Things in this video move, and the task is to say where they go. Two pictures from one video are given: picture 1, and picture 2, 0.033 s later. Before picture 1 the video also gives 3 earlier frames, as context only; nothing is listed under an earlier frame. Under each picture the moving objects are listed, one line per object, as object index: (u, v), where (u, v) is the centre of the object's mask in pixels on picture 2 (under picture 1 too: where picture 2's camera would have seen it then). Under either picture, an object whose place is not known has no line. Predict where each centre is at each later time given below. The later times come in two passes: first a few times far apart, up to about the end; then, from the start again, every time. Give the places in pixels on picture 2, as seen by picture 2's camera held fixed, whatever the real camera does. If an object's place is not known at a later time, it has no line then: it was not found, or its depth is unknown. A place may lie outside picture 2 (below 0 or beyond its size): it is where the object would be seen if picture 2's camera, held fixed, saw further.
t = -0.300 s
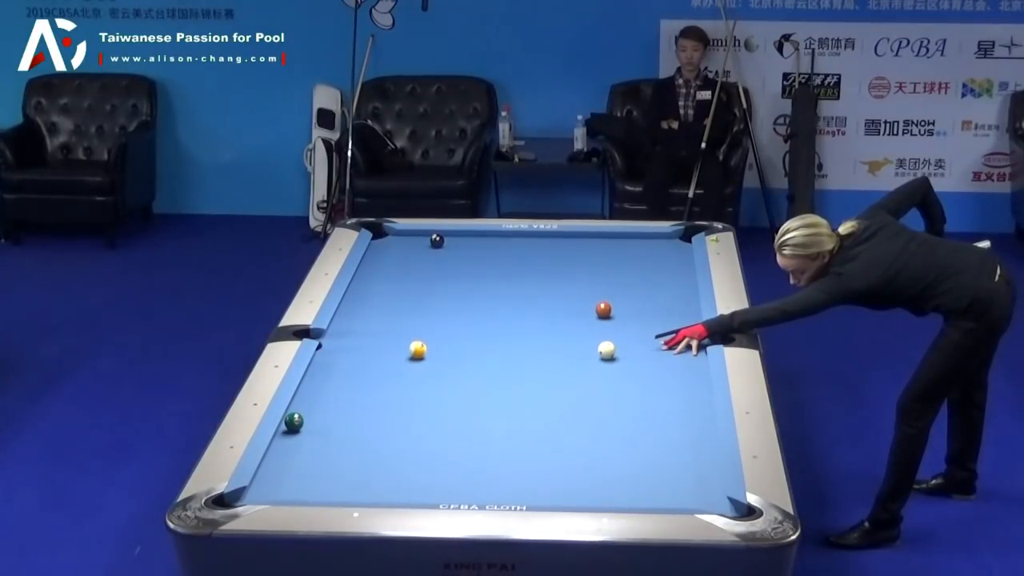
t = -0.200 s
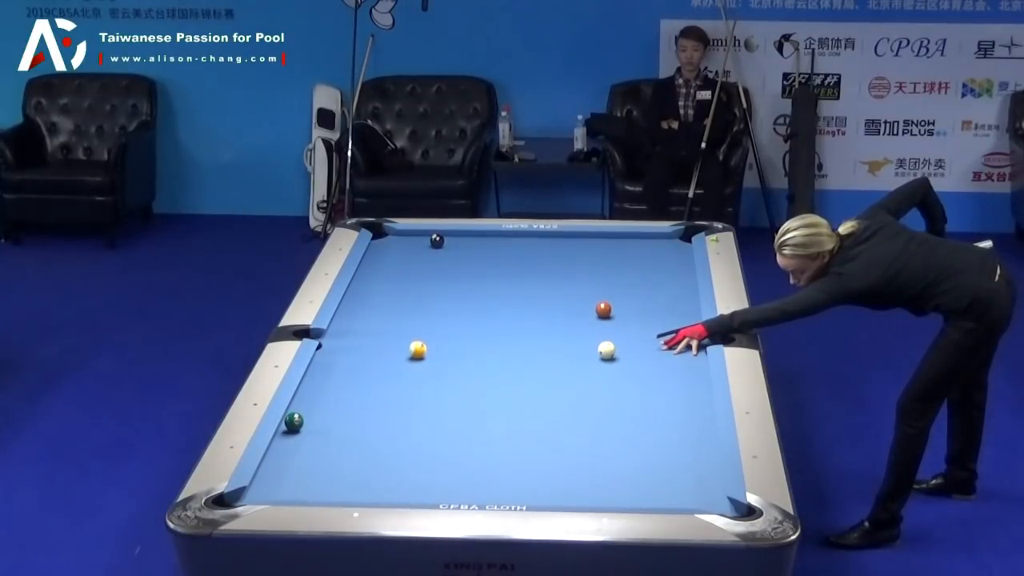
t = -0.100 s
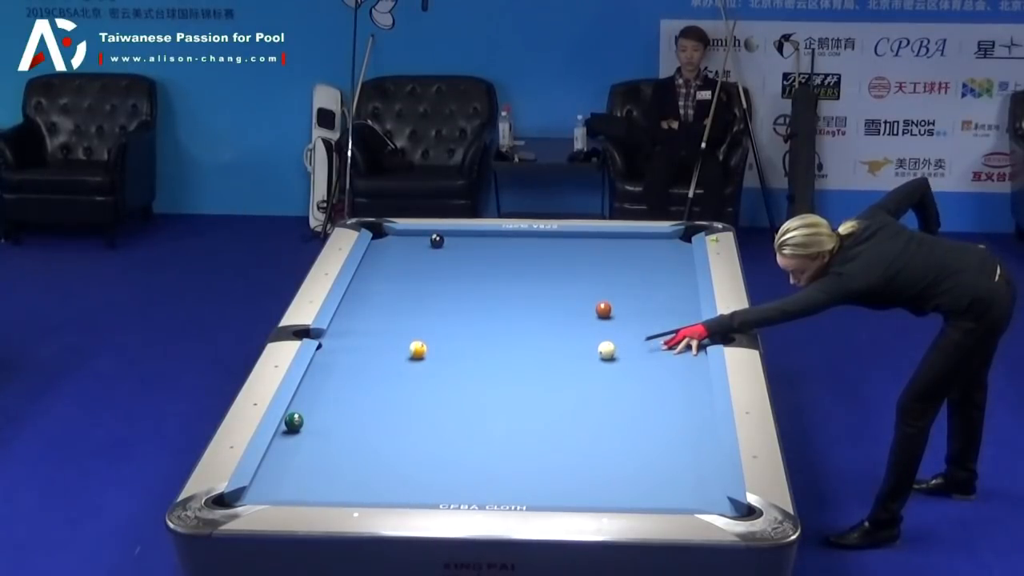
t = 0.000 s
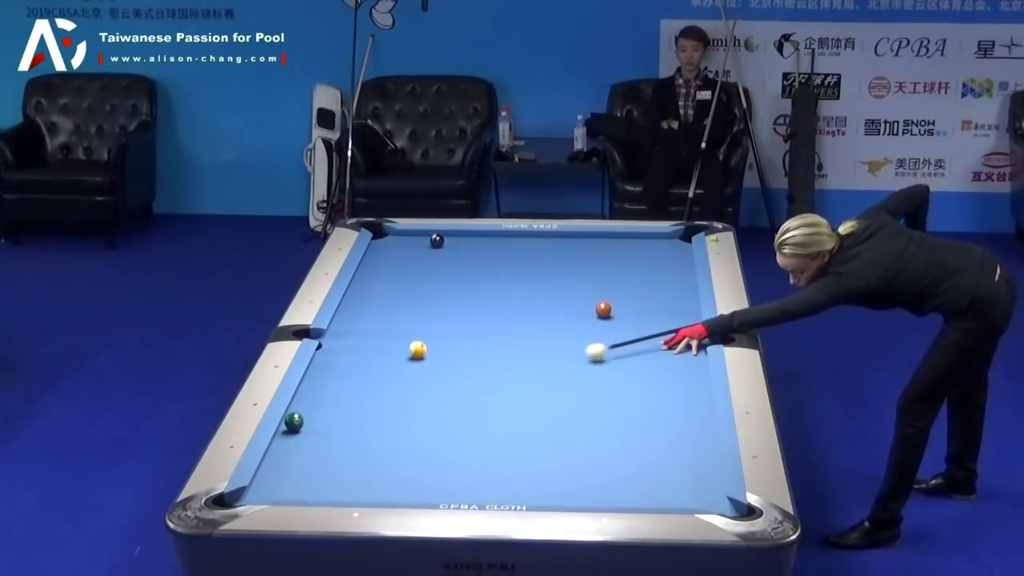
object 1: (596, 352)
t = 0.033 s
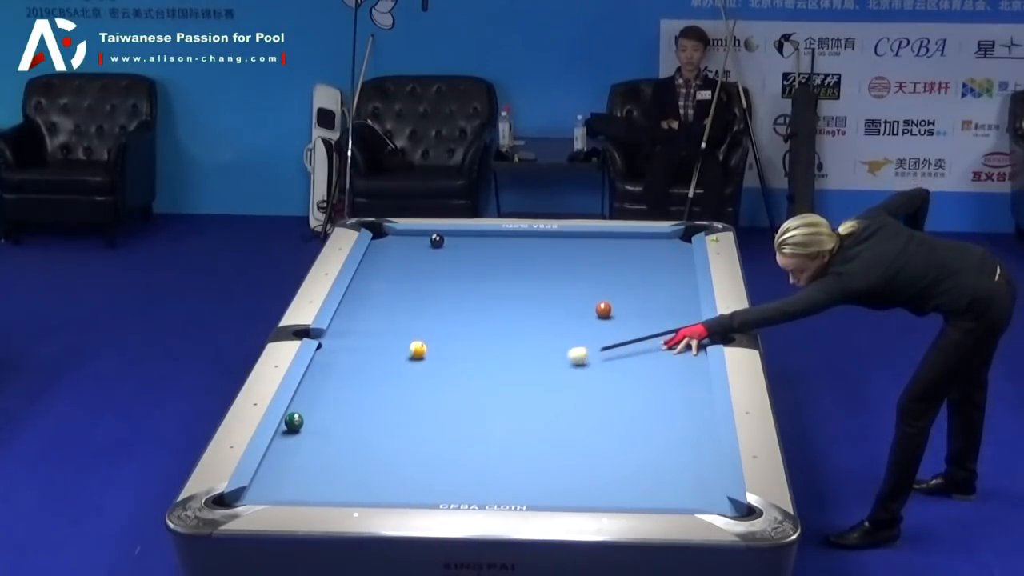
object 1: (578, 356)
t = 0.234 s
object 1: (479, 377)
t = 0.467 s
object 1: (362, 401)
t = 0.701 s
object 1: (323, 417)
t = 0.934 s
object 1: (381, 422)
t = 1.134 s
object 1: (429, 427)
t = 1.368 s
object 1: (485, 432)
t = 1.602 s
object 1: (540, 437)
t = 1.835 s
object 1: (595, 443)
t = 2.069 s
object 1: (648, 448)
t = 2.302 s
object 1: (701, 453)
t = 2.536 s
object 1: (684, 454)
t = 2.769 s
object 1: (655, 454)
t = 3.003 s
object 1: (627, 454)
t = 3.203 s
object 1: (605, 455)
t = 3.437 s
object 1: (579, 455)
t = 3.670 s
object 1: (555, 456)
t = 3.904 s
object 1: (532, 456)
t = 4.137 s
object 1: (511, 456)
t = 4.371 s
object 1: (491, 456)
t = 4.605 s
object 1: (473, 456)
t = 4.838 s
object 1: (456, 456)
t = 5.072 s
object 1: (440, 455)
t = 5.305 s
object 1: (426, 456)
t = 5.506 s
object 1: (415, 455)
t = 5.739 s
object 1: (403, 455)
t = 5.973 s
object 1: (393, 455)
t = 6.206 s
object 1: (385, 455)
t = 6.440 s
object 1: (378, 454)
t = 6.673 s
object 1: (372, 454)
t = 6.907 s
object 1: (367, 454)
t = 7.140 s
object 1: (365, 454)
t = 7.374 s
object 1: (363, 454)
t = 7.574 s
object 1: (362, 454)
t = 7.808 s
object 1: (362, 454)
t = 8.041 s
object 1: (363, 454)
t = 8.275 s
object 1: (363, 454)
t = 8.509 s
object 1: (363, 454)
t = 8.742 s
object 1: (363, 454)
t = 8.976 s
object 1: (363, 454)
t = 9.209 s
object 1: (362, 454)
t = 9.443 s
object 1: (362, 454)
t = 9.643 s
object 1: (362, 454)
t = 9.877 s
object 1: (362, 454)
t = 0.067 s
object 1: (560, 360)
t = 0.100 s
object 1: (543, 363)
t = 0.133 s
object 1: (527, 367)
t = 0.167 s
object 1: (511, 370)
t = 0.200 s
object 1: (495, 373)
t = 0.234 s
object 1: (479, 377)
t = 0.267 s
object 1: (463, 380)
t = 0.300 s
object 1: (446, 384)
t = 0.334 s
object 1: (430, 387)
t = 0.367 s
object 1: (413, 390)
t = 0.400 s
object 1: (396, 394)
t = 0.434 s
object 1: (379, 398)
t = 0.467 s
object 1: (362, 401)
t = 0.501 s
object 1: (345, 404)
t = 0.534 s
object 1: (328, 408)
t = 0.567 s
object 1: (311, 411)
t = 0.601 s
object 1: (296, 409)
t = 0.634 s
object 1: (303, 413)
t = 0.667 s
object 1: (313, 416)
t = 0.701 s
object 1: (323, 417)
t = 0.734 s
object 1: (332, 417)
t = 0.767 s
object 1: (341, 418)
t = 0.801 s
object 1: (349, 419)
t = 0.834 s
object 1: (357, 420)
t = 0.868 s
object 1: (365, 420)
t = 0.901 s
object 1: (373, 421)
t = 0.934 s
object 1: (381, 422)
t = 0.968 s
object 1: (389, 423)
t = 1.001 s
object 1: (397, 423)
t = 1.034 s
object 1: (405, 424)
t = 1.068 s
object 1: (413, 425)
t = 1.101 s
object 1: (421, 426)
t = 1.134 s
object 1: (429, 427)
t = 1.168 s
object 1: (437, 428)
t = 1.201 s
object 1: (445, 428)
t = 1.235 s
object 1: (453, 429)
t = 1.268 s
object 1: (461, 430)
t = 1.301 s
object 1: (469, 431)
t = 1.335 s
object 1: (477, 431)
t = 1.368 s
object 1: (485, 432)
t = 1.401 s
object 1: (493, 433)
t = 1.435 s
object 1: (501, 434)
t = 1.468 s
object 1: (508, 434)
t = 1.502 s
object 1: (516, 435)
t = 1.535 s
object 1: (524, 436)
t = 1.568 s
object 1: (532, 437)
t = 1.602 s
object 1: (540, 437)
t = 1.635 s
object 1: (548, 438)
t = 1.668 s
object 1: (556, 439)
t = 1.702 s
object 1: (563, 440)
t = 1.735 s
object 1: (571, 440)
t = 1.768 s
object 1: (579, 441)
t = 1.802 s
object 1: (587, 442)
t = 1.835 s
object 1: (595, 443)
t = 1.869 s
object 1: (602, 444)
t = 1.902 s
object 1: (610, 444)
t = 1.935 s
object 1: (618, 445)
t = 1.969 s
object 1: (625, 446)
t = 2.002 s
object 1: (633, 446)
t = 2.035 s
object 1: (641, 447)
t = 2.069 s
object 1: (648, 448)
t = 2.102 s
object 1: (656, 448)
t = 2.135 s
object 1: (664, 449)
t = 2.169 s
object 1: (671, 450)
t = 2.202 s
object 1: (679, 451)
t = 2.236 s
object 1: (686, 451)
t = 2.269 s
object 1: (694, 451)
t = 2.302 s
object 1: (701, 453)
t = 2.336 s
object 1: (708, 453)
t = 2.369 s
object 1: (707, 453)
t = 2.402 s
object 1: (702, 453)
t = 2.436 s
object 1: (697, 453)
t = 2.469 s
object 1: (693, 453)
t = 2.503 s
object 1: (689, 453)
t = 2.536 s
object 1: (684, 454)
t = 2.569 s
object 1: (680, 454)
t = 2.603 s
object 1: (676, 454)
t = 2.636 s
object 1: (672, 454)
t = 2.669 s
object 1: (668, 454)
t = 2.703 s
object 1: (664, 454)
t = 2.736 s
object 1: (659, 454)
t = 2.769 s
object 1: (655, 454)
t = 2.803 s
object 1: (651, 454)
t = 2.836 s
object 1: (647, 454)
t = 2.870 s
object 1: (643, 454)
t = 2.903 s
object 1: (639, 454)
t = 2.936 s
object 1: (635, 454)
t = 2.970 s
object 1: (631, 454)
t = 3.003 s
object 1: (627, 454)
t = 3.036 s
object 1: (623, 455)
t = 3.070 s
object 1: (620, 454)
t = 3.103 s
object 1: (616, 455)
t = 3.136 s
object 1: (612, 455)
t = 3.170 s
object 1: (608, 455)
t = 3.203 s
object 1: (605, 455)
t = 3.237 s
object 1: (601, 455)
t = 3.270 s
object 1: (597, 455)
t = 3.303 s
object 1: (594, 455)
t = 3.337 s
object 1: (590, 455)
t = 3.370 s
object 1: (586, 455)
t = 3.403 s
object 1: (583, 455)
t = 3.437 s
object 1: (579, 455)
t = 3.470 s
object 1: (576, 455)
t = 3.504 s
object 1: (572, 455)
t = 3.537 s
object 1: (569, 455)
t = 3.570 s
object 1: (565, 455)
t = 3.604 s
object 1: (562, 455)
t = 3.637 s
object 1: (558, 456)
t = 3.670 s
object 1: (555, 456)
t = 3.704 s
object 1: (552, 456)
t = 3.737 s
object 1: (549, 456)
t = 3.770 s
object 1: (545, 456)
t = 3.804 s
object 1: (542, 456)
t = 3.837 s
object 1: (539, 456)
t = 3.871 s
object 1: (536, 456)
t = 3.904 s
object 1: (532, 456)
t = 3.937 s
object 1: (529, 456)
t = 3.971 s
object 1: (526, 456)
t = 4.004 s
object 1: (523, 456)
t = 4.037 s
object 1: (520, 456)
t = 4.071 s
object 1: (517, 456)
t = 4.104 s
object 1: (514, 456)
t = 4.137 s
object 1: (511, 456)
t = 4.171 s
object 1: (508, 456)
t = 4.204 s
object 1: (505, 456)
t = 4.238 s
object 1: (502, 456)
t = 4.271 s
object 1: (500, 456)
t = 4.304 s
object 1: (497, 456)
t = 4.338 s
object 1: (494, 456)
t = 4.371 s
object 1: (491, 456)
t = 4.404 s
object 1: (488, 456)
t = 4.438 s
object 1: (486, 456)
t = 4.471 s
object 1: (483, 456)
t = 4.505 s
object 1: (481, 456)
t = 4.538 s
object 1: (478, 456)
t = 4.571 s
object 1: (475, 456)
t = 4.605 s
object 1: (473, 456)
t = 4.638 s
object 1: (470, 456)
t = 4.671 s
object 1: (468, 456)
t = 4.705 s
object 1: (465, 456)
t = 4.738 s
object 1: (463, 456)
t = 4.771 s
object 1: (461, 455)
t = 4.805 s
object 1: (458, 456)
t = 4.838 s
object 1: (456, 456)
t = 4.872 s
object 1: (453, 455)
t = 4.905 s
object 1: (451, 455)
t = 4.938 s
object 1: (449, 455)
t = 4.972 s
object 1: (447, 455)
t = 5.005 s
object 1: (444, 456)
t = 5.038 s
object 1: (442, 456)
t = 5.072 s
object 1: (440, 455)
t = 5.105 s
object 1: (438, 456)
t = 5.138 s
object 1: (436, 455)
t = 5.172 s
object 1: (434, 455)
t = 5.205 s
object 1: (432, 455)
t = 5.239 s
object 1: (430, 455)
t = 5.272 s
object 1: (428, 455)
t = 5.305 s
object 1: (426, 456)
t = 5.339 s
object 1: (424, 455)
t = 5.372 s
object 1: (422, 455)
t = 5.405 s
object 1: (420, 455)
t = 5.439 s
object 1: (418, 455)
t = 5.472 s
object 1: (416, 455)
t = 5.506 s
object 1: (415, 455)
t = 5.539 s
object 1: (413, 455)
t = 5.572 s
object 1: (411, 455)
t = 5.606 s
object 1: (410, 455)
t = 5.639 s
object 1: (408, 455)
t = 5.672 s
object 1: (406, 455)
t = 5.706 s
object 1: (405, 455)
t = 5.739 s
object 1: (403, 455)
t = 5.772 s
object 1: (402, 455)
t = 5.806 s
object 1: (400, 455)
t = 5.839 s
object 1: (399, 455)
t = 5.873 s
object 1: (397, 455)
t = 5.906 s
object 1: (396, 455)
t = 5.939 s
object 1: (395, 455)
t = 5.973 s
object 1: (393, 455)
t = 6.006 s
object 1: (392, 455)
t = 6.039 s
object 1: (391, 455)
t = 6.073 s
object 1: (389, 455)
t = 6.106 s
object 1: (388, 455)
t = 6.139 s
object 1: (387, 454)
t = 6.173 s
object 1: (386, 455)
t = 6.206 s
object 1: (385, 455)
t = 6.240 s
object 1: (383, 454)
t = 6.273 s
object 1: (382, 454)
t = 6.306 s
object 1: (381, 454)
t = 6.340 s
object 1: (380, 454)
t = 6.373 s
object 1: (379, 454)
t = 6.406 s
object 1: (378, 454)
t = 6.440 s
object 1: (378, 454)
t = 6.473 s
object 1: (377, 454)
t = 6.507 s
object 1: (376, 454)
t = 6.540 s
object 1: (375, 454)
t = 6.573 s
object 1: (374, 454)
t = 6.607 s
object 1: (373, 454)
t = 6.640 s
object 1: (372, 454)
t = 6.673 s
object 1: (372, 454)
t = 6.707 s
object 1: (371, 454)
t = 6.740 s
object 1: (370, 454)
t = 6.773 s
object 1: (370, 454)
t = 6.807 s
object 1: (369, 454)
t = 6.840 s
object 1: (369, 454)
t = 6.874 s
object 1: (368, 454)
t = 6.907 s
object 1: (367, 454)
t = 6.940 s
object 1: (367, 454)
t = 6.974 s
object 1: (366, 454)
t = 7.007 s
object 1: (366, 454)
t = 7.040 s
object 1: (366, 454)
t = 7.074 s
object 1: (365, 454)
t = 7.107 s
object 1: (365, 454)
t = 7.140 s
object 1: (365, 454)
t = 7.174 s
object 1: (365, 454)
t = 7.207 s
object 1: (364, 454)
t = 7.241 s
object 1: (364, 454)
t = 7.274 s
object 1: (364, 454)
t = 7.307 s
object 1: (364, 454)
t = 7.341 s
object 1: (363, 454)
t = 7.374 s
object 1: (363, 454)
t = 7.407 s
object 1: (363, 454)
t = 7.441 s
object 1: (363, 454)
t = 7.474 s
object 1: (363, 454)
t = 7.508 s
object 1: (362, 454)
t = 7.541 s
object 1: (362, 454)
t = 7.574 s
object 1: (362, 454)
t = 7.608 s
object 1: (362, 454)
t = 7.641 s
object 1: (362, 454)
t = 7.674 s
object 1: (362, 454)
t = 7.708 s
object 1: (362, 454)
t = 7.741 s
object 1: (362, 454)
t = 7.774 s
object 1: (362, 454)
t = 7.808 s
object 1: (362, 454)
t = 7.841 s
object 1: (362, 454)
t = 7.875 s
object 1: (362, 454)
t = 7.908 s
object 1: (363, 454)
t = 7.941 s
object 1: (363, 454)
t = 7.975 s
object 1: (363, 454)
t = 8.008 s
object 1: (363, 454)
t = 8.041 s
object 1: (363, 454)
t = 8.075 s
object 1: (363, 454)
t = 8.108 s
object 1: (362, 454)
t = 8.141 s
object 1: (362, 454)
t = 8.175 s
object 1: (363, 454)
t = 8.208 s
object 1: (363, 454)
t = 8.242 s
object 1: (362, 454)
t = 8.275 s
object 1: (363, 454)
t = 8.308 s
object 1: (363, 454)
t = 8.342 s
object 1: (363, 454)
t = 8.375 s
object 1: (363, 454)
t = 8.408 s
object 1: (363, 454)
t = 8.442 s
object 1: (363, 454)
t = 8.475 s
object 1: (363, 454)
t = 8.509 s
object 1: (363, 454)
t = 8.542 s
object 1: (363, 454)
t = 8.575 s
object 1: (363, 454)
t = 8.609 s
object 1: (363, 454)
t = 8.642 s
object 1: (363, 454)
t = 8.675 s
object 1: (363, 454)
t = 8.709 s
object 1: (363, 454)
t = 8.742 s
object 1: (363, 454)
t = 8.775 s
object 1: (363, 454)
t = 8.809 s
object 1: (363, 454)
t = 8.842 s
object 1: (363, 454)
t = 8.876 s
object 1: (363, 454)
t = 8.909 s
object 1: (363, 454)
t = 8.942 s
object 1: (363, 454)
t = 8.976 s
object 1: (363, 454)
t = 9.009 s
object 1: (363, 454)
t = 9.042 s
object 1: (363, 454)
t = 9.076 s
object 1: (363, 454)
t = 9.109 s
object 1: (362, 454)
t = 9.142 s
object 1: (363, 454)
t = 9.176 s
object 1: (362, 454)
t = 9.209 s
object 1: (362, 454)
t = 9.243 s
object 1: (362, 454)
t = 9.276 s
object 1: (362, 454)
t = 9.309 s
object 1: (362, 454)
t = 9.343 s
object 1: (362, 454)
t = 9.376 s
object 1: (363, 454)
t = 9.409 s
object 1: (362, 454)
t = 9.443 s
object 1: (362, 454)
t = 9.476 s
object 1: (362, 454)
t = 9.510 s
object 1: (362, 454)
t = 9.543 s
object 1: (362, 454)
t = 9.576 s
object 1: (362, 454)
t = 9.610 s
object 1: (362, 454)
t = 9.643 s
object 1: (362, 454)
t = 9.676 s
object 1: (362, 454)
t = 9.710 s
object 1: (362, 454)
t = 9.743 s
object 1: (362, 454)
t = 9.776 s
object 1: (362, 454)
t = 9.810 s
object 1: (362, 454)
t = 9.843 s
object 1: (362, 454)
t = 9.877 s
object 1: (362, 454)
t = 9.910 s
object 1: (362, 454)
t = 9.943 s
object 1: (362, 454)
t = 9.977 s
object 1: (362, 454)
